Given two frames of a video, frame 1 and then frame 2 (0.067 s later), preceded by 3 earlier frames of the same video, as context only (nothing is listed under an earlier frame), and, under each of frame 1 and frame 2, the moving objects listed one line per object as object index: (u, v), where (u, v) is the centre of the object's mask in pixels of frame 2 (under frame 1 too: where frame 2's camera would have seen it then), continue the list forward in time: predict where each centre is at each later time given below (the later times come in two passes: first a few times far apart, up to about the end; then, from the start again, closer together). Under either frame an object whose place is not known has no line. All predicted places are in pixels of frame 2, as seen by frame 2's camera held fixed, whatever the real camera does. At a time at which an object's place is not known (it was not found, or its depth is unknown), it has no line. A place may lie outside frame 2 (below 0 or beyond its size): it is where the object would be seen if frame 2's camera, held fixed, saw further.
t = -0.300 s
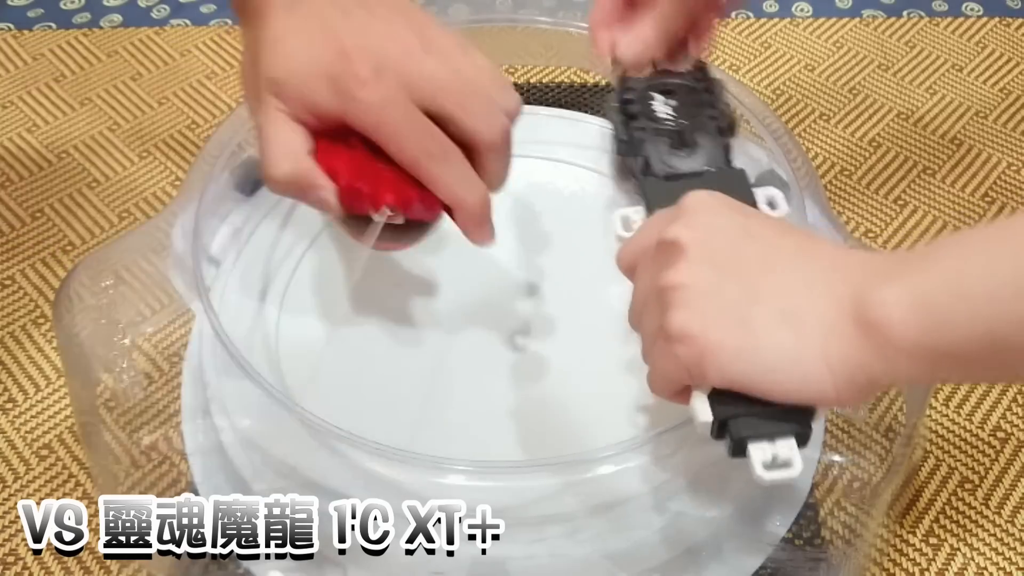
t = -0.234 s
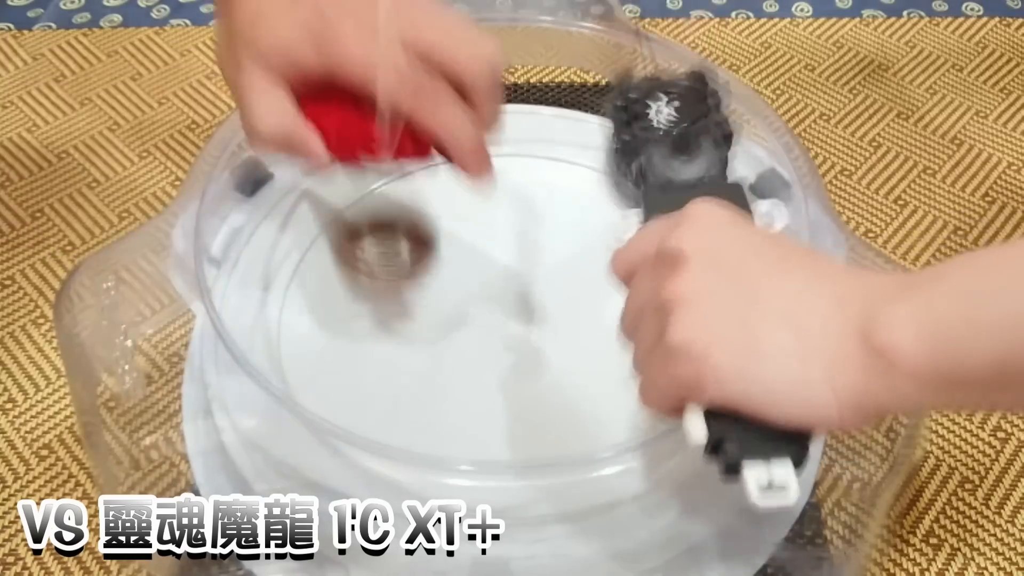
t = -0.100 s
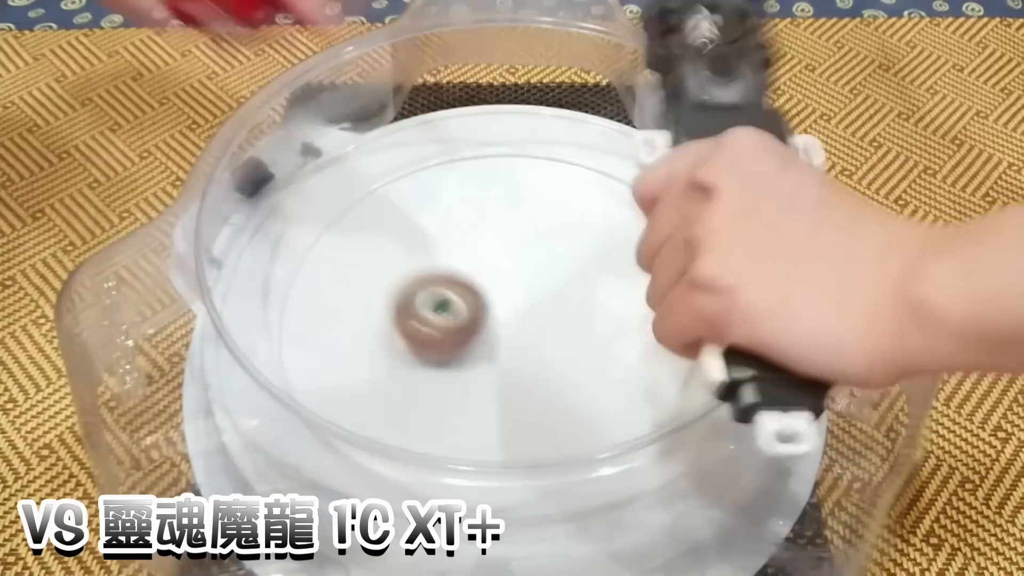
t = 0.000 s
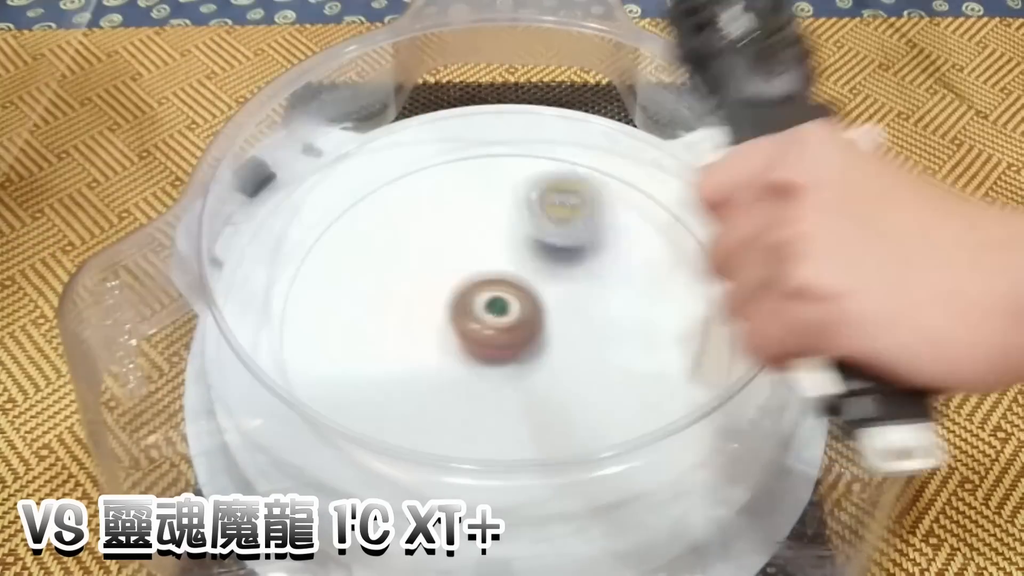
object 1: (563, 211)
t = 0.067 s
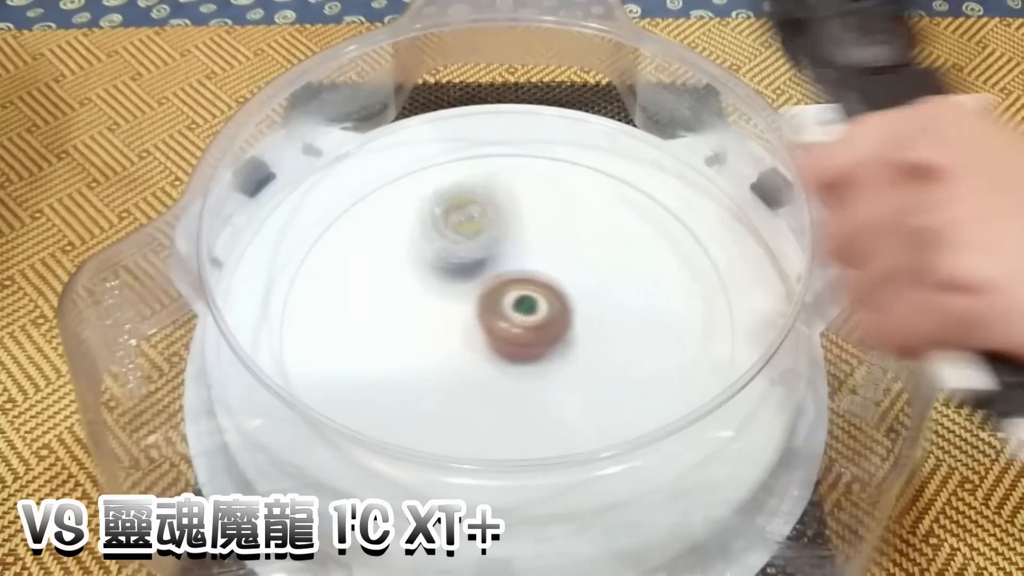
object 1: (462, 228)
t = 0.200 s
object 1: (307, 262)
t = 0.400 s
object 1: (372, 334)
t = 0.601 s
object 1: (339, 290)
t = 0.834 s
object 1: (381, 239)
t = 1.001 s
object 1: (490, 278)
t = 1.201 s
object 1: (572, 375)
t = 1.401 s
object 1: (532, 428)
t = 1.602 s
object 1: (431, 414)
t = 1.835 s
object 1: (408, 329)
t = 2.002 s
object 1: (531, 294)
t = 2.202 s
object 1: (659, 325)
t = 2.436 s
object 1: (628, 426)
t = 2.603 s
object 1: (468, 432)
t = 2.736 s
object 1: (396, 321)
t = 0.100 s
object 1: (417, 241)
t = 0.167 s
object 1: (339, 258)
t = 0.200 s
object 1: (307, 262)
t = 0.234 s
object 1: (289, 269)
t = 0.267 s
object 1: (295, 282)
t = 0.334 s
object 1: (327, 313)
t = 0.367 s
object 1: (348, 325)
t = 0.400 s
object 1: (372, 334)
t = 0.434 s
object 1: (399, 343)
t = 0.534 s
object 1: (381, 321)
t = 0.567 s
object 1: (359, 306)
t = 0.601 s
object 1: (339, 290)
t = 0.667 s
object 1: (307, 260)
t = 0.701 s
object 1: (305, 247)
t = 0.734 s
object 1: (321, 241)
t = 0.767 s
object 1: (339, 241)
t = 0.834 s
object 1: (381, 239)
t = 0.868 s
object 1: (402, 241)
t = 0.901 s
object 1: (424, 247)
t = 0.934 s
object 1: (447, 255)
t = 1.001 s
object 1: (490, 278)
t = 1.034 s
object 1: (509, 292)
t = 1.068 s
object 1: (527, 308)
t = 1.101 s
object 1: (542, 324)
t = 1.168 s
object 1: (566, 358)
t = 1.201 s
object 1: (572, 375)
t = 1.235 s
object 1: (573, 391)
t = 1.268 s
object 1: (573, 405)
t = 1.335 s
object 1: (558, 419)
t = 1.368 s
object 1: (546, 424)
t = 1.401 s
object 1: (532, 428)
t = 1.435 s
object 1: (517, 430)
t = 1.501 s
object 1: (482, 441)
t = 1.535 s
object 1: (466, 437)
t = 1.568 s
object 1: (447, 421)
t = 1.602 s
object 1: (431, 414)
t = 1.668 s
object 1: (402, 397)
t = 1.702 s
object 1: (392, 385)
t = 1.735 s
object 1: (386, 371)
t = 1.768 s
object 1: (386, 357)
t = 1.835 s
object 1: (408, 329)
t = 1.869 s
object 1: (427, 317)
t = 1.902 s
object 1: (450, 308)
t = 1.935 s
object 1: (476, 301)
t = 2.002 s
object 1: (531, 294)
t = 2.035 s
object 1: (558, 294)
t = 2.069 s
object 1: (582, 296)
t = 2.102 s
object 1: (606, 300)
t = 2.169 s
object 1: (644, 314)
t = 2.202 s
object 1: (659, 325)
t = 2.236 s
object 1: (668, 336)
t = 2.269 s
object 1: (674, 351)
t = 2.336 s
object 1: (670, 379)
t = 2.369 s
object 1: (659, 392)
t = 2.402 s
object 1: (647, 411)
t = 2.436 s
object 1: (628, 426)
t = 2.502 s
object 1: (573, 451)
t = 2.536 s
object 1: (537, 452)
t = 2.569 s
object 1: (499, 444)
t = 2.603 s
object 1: (468, 432)
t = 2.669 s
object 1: (415, 381)
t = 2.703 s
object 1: (402, 350)
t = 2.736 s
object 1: (396, 321)
